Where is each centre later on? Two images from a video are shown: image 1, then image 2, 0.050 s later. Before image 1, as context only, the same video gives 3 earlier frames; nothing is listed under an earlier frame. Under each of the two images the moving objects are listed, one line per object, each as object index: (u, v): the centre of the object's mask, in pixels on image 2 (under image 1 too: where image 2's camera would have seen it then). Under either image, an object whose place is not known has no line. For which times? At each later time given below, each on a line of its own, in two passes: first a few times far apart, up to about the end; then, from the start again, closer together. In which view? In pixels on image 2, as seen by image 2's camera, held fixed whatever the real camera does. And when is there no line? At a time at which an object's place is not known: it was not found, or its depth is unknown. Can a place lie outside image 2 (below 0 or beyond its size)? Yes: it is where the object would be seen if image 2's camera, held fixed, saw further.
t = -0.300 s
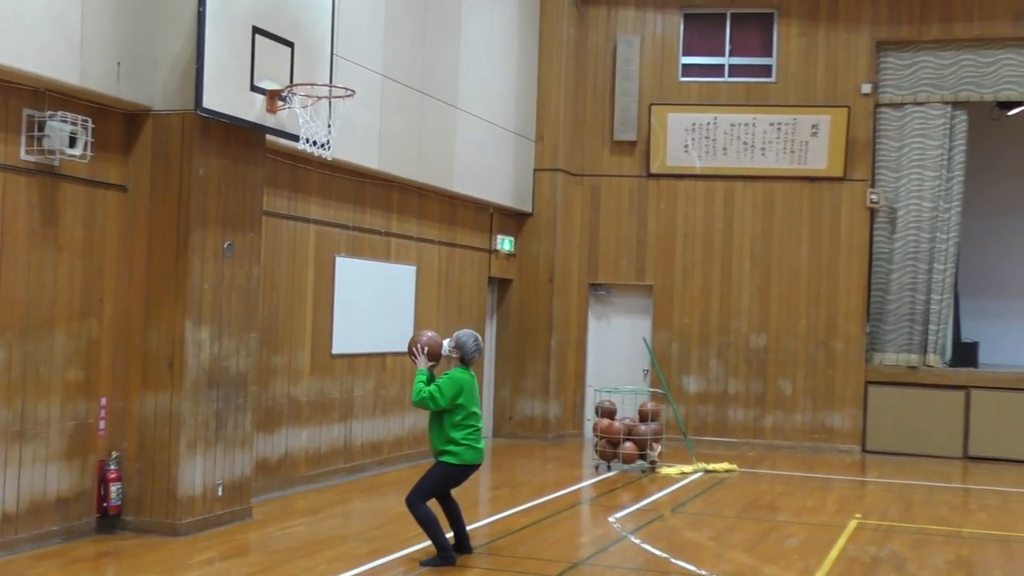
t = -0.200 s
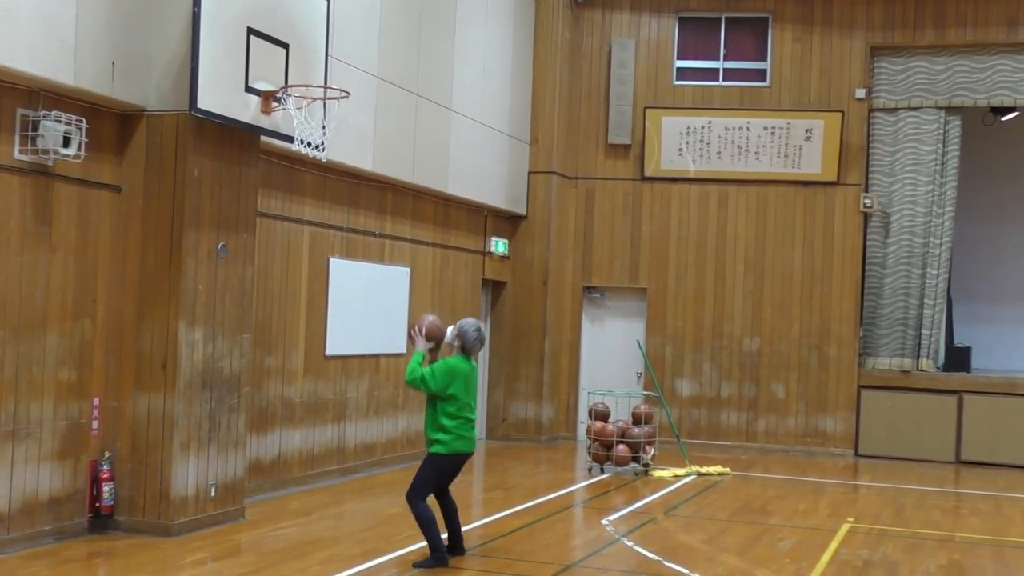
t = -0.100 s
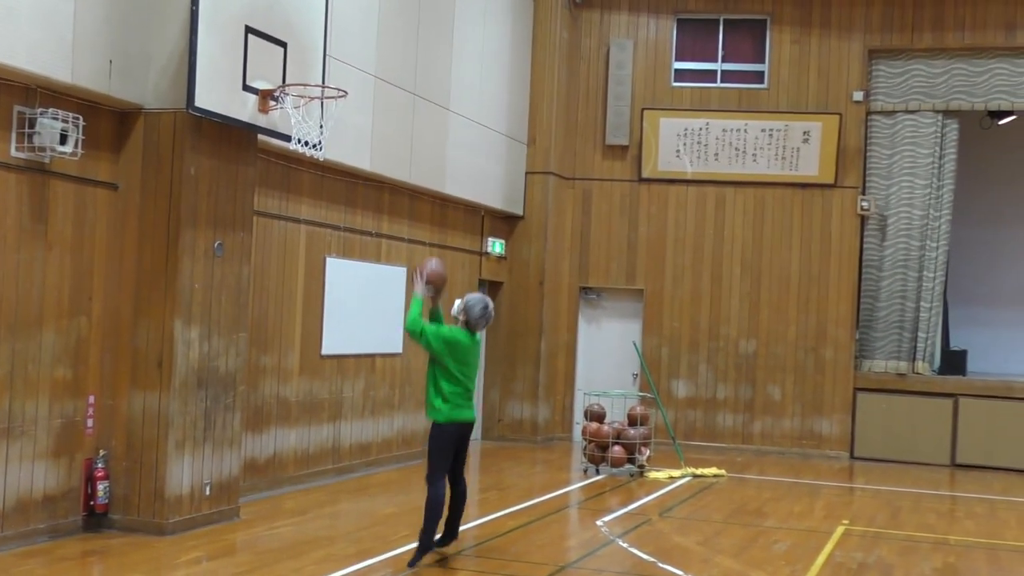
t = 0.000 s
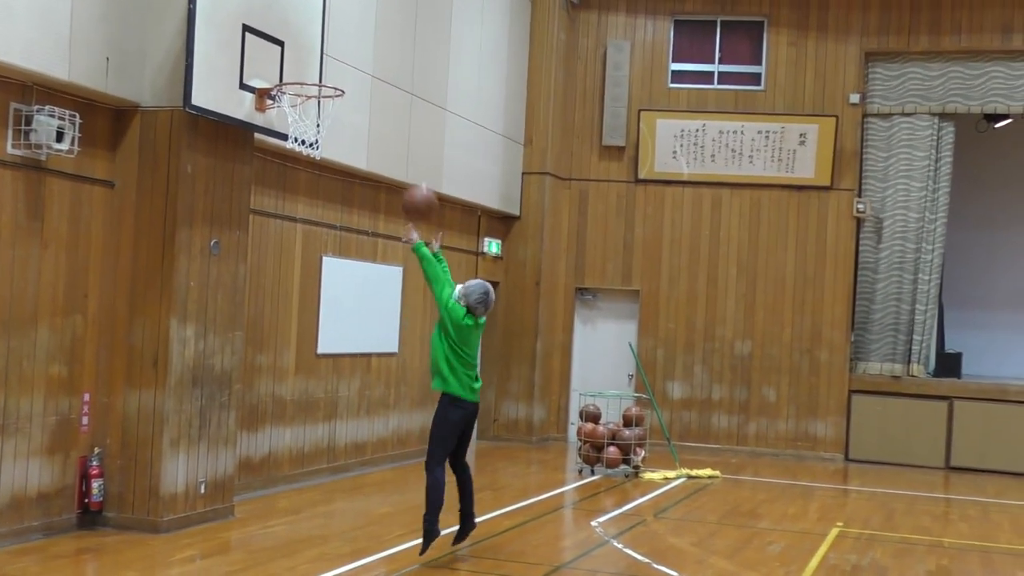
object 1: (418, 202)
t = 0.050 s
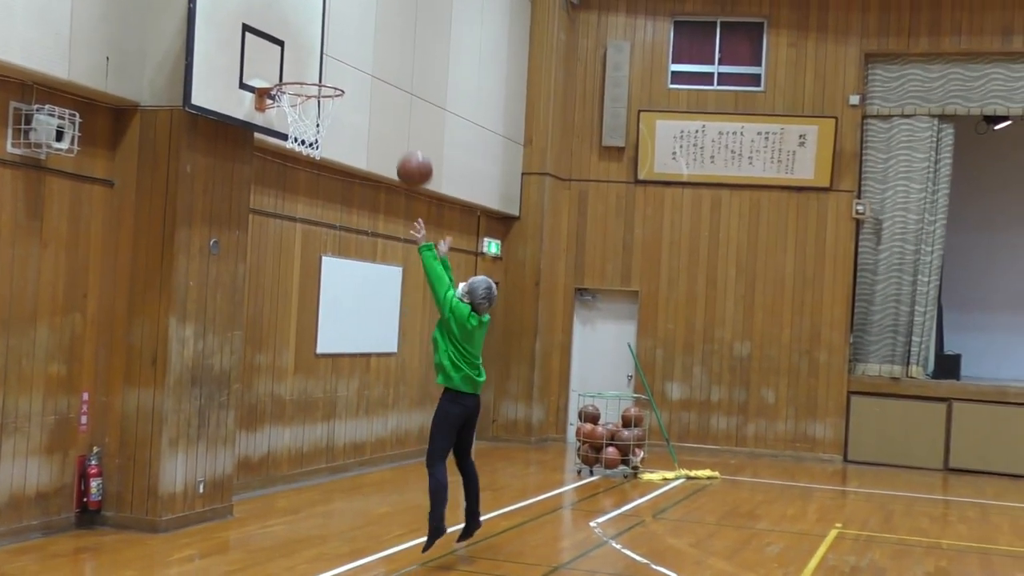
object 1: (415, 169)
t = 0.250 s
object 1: (396, 80)
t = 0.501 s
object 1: (369, 52)
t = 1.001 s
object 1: (303, 260)
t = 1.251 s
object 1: (262, 495)
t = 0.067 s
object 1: (413, 160)
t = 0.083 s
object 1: (412, 151)
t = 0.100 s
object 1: (410, 142)
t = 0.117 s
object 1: (408, 134)
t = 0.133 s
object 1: (407, 125)
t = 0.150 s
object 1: (406, 118)
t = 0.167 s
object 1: (404, 110)
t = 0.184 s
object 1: (402, 104)
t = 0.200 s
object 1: (401, 97)
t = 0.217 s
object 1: (399, 91)
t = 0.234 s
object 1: (398, 85)
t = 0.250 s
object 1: (396, 80)
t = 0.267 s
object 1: (395, 75)
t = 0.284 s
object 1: (393, 71)
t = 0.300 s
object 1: (391, 67)
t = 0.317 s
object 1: (389, 64)
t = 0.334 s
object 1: (388, 61)
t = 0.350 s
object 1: (386, 58)
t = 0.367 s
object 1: (384, 56)
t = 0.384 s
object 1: (383, 54)
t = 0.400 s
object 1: (381, 52)
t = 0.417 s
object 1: (379, 51)
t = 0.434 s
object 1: (377, 50)
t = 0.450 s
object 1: (375, 50)
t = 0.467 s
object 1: (373, 50)
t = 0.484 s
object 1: (371, 50)
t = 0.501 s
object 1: (369, 52)
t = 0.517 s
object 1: (367, 53)
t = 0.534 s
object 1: (365, 54)
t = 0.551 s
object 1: (364, 56)
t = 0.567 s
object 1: (361, 59)
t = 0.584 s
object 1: (359, 61)
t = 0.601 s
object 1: (358, 64)
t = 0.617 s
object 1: (356, 67)
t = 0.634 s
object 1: (354, 71)
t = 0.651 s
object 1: (352, 75)
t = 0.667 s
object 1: (350, 80)
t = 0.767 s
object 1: (337, 118)
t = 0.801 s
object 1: (333, 135)
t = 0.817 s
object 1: (331, 142)
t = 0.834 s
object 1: (328, 150)
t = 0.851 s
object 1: (326, 159)
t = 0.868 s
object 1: (322, 172)
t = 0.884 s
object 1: (320, 179)
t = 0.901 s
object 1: (317, 190)
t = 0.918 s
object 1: (315, 200)
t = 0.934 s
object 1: (313, 212)
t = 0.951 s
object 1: (310, 225)
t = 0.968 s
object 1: (307, 236)
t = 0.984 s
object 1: (305, 248)
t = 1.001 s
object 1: (303, 260)
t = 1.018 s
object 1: (300, 274)
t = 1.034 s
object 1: (298, 287)
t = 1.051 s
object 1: (295, 299)
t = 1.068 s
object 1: (292, 313)
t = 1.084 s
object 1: (289, 329)
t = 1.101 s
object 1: (287, 343)
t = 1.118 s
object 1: (285, 358)
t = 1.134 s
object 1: (282, 373)
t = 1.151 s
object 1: (278, 389)
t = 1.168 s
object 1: (275, 407)
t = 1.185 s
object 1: (273, 423)
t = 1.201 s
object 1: (270, 440)
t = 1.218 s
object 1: (266, 461)
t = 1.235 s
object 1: (264, 475)
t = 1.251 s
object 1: (262, 495)
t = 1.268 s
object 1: (259, 515)
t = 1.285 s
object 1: (258, 506)
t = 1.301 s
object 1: (258, 490)
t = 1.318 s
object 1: (258, 477)
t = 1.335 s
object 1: (257, 465)
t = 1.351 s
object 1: (257, 453)
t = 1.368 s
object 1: (257, 436)
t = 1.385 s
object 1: (258, 424)
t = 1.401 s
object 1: (257, 411)
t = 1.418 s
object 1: (257, 398)
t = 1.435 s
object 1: (258, 387)
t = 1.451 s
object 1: (258, 376)
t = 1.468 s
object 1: (257, 366)
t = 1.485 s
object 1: (257, 356)
